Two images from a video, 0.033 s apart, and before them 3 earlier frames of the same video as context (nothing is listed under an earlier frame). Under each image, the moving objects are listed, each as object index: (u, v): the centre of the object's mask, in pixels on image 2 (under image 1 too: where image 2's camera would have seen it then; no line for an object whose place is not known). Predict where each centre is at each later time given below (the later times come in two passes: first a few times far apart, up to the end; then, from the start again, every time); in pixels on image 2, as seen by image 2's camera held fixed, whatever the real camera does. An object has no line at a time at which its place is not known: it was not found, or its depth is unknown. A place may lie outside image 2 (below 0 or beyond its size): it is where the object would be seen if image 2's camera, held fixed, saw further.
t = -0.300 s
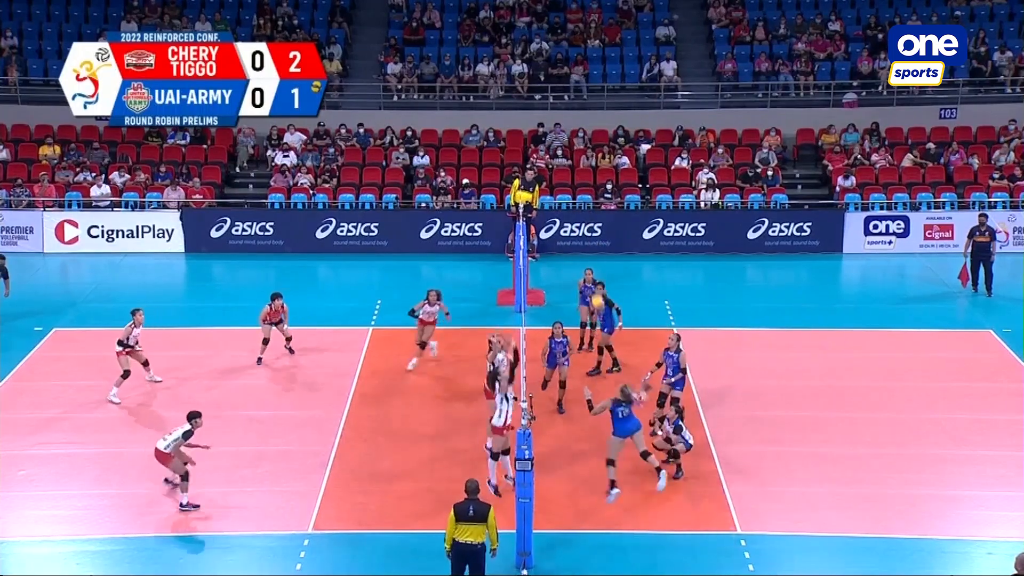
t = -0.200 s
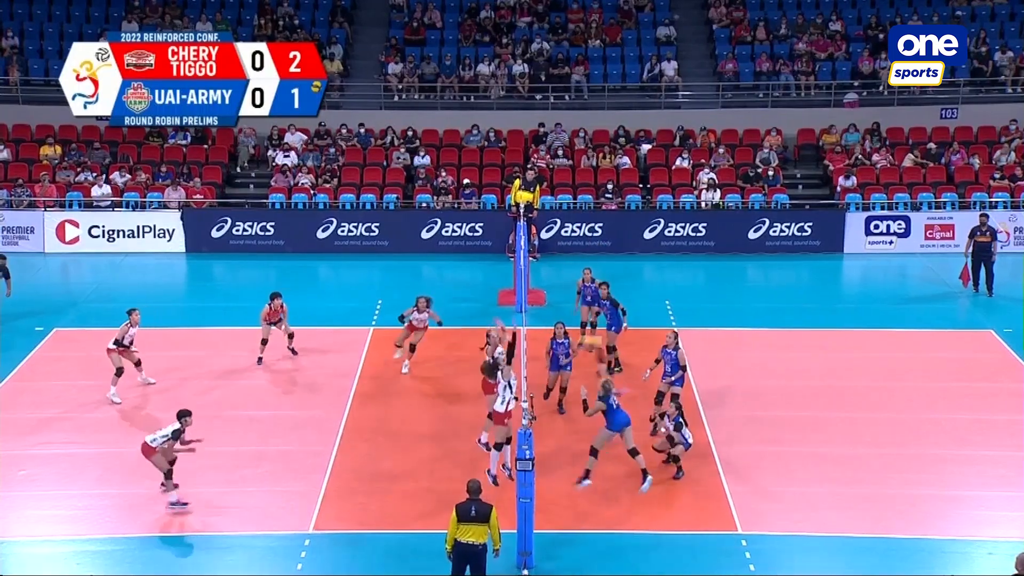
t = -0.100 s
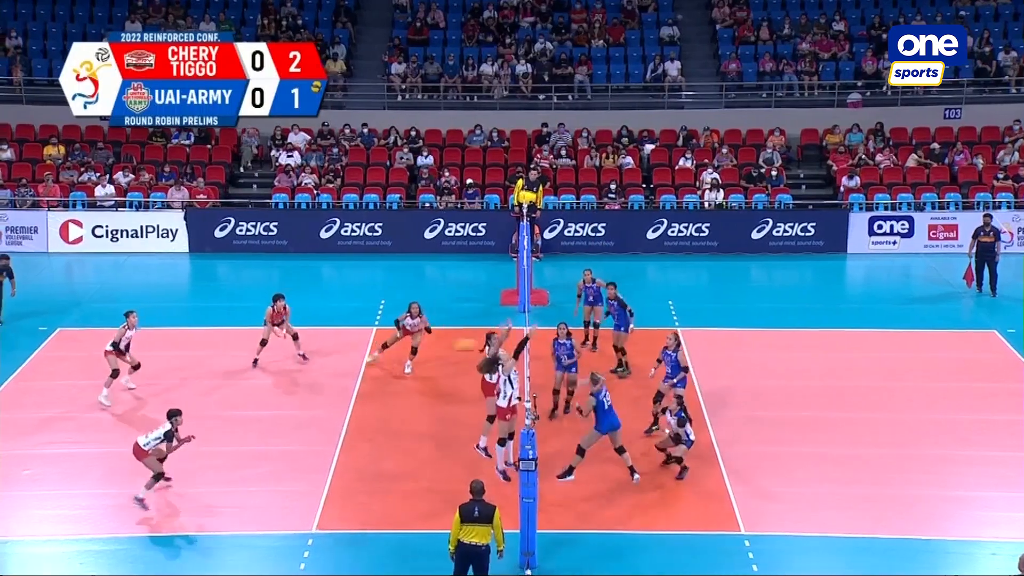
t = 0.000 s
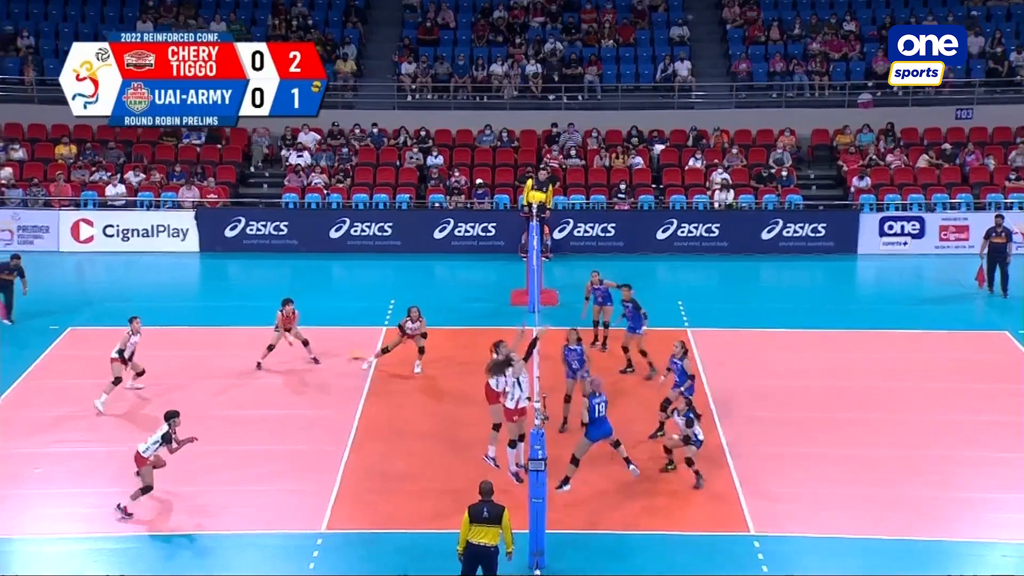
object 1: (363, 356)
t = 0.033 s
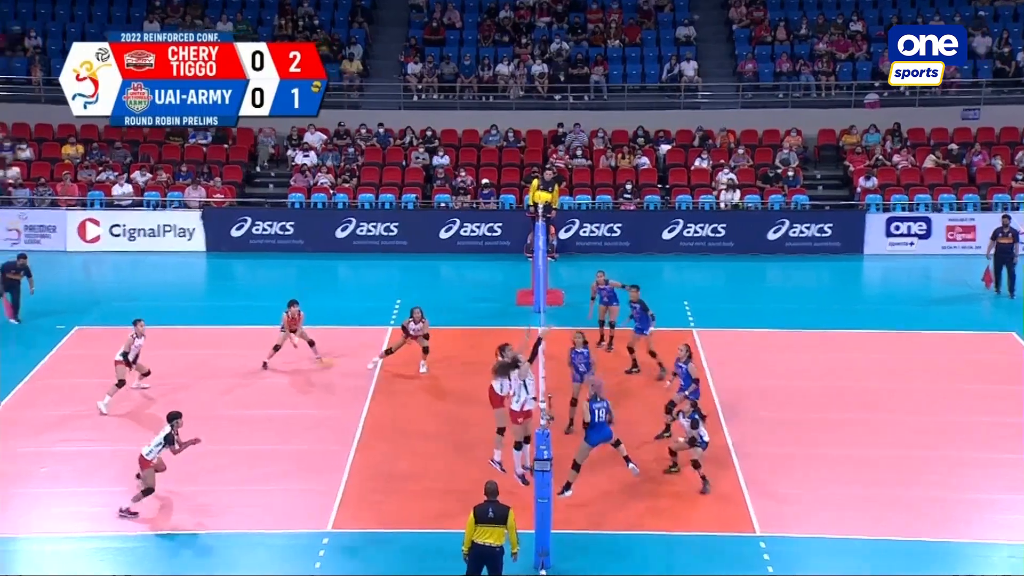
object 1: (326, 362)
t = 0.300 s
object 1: (68, 436)
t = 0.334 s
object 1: (47, 419)
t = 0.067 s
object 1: (290, 372)
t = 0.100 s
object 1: (257, 375)
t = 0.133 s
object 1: (223, 388)
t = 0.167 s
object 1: (190, 397)
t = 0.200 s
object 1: (156, 408)
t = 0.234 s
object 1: (124, 416)
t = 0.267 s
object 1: (94, 430)
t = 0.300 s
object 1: (68, 436)
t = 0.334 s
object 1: (47, 419)
